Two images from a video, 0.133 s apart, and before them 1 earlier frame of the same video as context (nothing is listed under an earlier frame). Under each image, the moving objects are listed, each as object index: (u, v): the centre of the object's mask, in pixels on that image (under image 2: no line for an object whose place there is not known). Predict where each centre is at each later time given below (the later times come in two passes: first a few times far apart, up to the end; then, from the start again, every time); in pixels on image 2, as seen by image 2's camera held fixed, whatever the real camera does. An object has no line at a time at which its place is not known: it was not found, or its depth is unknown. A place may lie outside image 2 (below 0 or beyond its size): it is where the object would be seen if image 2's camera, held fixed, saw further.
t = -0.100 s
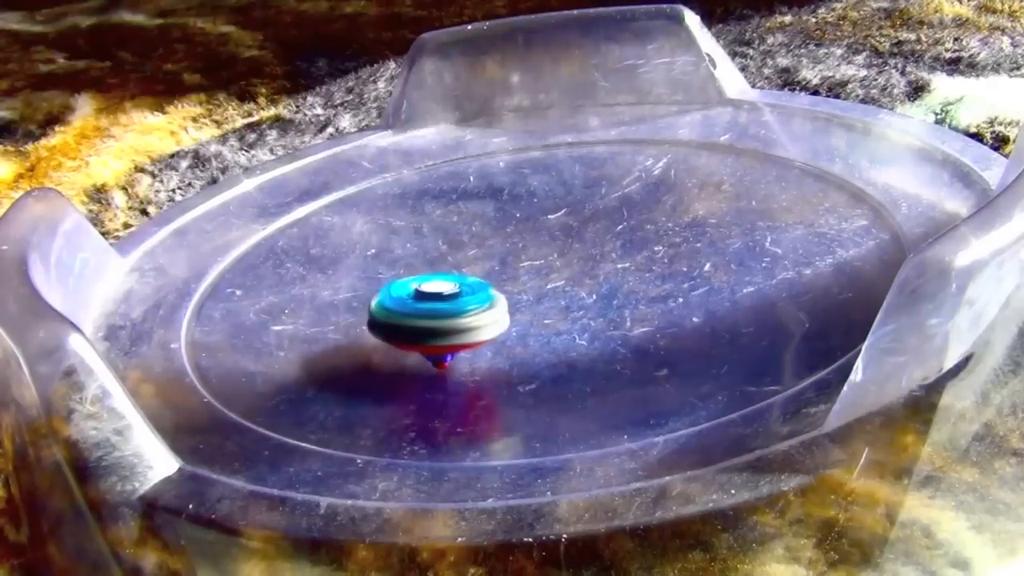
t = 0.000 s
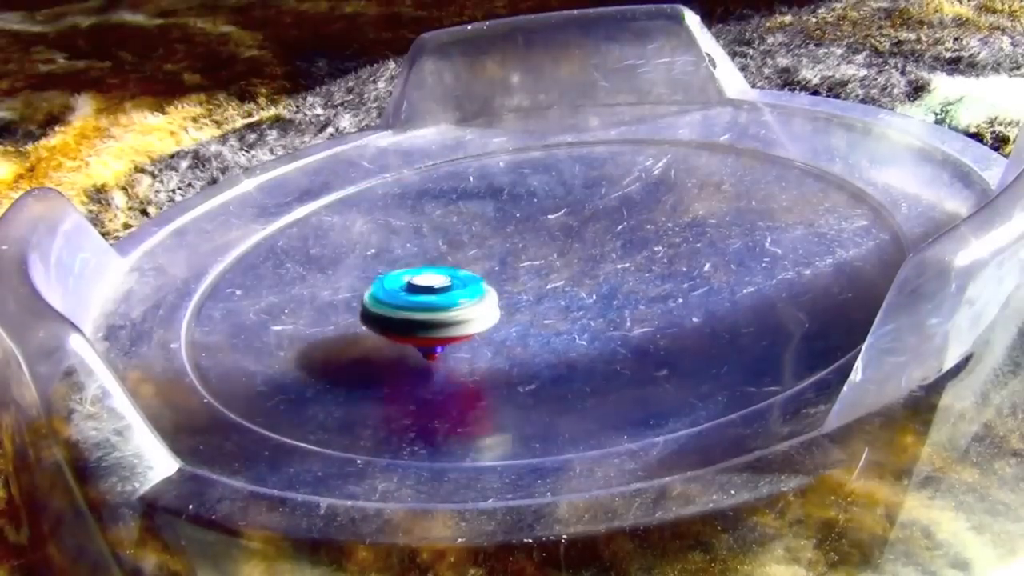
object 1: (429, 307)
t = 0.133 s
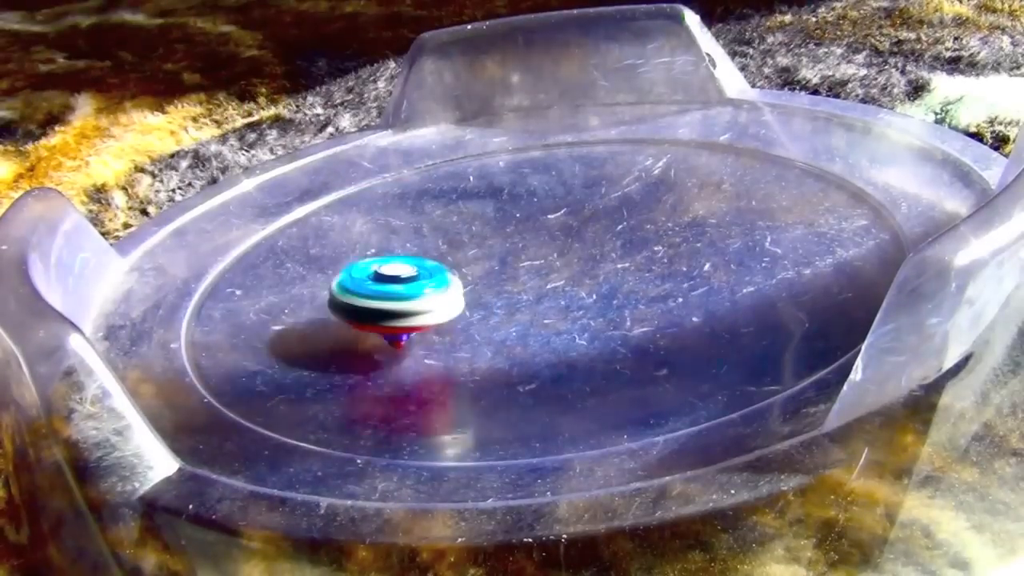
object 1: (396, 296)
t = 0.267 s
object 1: (373, 294)
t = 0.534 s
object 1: (339, 294)
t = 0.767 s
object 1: (376, 284)
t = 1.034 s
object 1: (354, 233)
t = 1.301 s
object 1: (339, 256)
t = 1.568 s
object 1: (461, 221)
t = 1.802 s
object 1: (403, 165)
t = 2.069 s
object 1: (374, 193)
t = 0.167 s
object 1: (390, 296)
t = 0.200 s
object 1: (385, 296)
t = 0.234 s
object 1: (379, 295)
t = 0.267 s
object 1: (373, 294)
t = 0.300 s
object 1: (366, 293)
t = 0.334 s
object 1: (356, 292)
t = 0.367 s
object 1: (347, 291)
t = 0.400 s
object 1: (339, 291)
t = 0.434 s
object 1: (337, 292)
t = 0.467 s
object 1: (336, 292)
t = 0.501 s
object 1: (337, 293)
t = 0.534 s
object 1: (339, 294)
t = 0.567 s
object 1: (342, 294)
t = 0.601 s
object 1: (345, 294)
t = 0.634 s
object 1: (349, 293)
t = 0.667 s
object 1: (353, 292)
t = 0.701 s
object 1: (358, 291)
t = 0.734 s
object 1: (365, 289)
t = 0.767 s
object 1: (376, 284)
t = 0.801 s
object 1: (385, 278)
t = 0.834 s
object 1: (391, 270)
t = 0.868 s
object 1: (392, 262)
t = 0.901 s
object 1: (391, 254)
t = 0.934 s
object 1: (385, 247)
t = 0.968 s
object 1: (376, 241)
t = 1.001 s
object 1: (365, 236)
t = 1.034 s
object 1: (354, 233)
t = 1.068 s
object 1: (343, 231)
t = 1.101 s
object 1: (332, 232)
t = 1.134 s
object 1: (323, 234)
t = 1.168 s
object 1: (316, 238)
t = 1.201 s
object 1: (316, 242)
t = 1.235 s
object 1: (319, 247)
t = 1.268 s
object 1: (327, 252)
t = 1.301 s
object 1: (339, 256)
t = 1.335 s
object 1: (353, 258)
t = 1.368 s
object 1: (368, 258)
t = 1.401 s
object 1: (385, 257)
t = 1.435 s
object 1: (403, 254)
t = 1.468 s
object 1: (422, 249)
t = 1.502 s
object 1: (438, 242)
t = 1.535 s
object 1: (452, 232)
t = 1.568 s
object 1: (461, 221)
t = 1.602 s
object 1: (465, 209)
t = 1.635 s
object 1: (464, 197)
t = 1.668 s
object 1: (457, 186)
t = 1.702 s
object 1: (446, 176)
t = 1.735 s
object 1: (430, 170)
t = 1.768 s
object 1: (415, 166)
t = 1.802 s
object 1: (403, 165)
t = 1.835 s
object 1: (395, 165)
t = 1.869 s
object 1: (388, 166)
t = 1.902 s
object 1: (383, 167)
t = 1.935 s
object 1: (379, 170)
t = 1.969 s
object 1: (376, 173)
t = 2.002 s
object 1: (374, 178)
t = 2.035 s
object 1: (373, 184)
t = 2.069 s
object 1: (374, 193)
